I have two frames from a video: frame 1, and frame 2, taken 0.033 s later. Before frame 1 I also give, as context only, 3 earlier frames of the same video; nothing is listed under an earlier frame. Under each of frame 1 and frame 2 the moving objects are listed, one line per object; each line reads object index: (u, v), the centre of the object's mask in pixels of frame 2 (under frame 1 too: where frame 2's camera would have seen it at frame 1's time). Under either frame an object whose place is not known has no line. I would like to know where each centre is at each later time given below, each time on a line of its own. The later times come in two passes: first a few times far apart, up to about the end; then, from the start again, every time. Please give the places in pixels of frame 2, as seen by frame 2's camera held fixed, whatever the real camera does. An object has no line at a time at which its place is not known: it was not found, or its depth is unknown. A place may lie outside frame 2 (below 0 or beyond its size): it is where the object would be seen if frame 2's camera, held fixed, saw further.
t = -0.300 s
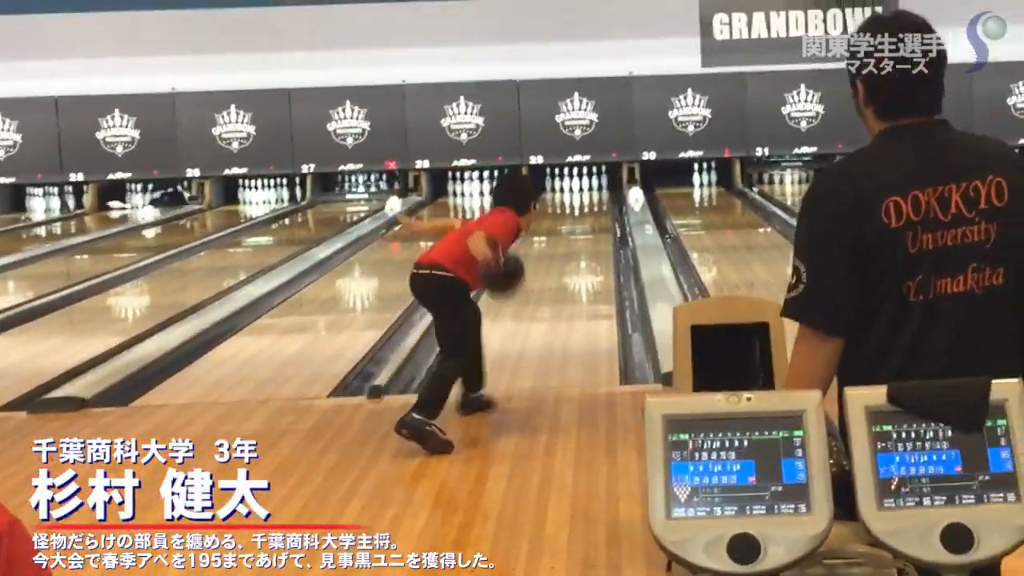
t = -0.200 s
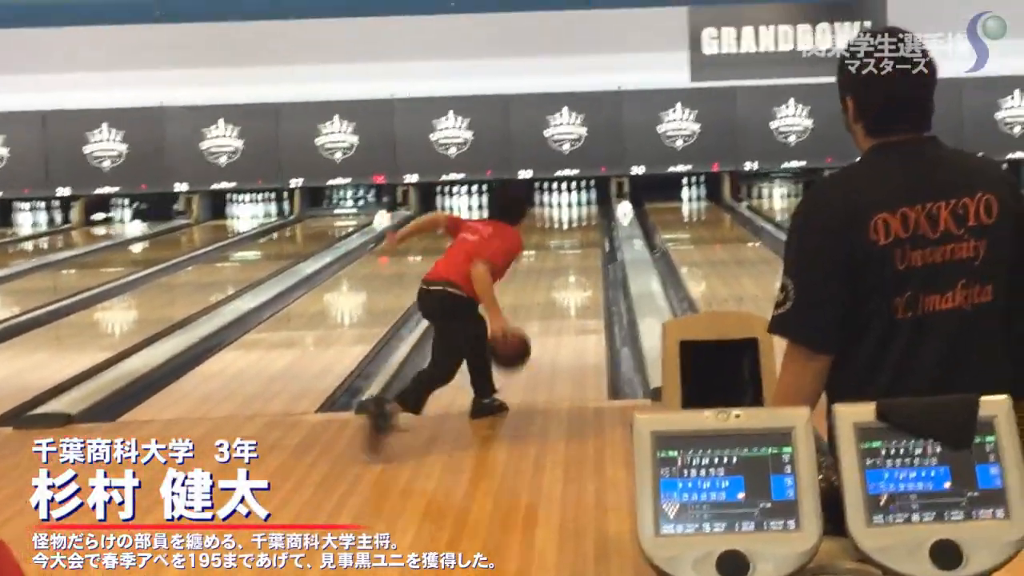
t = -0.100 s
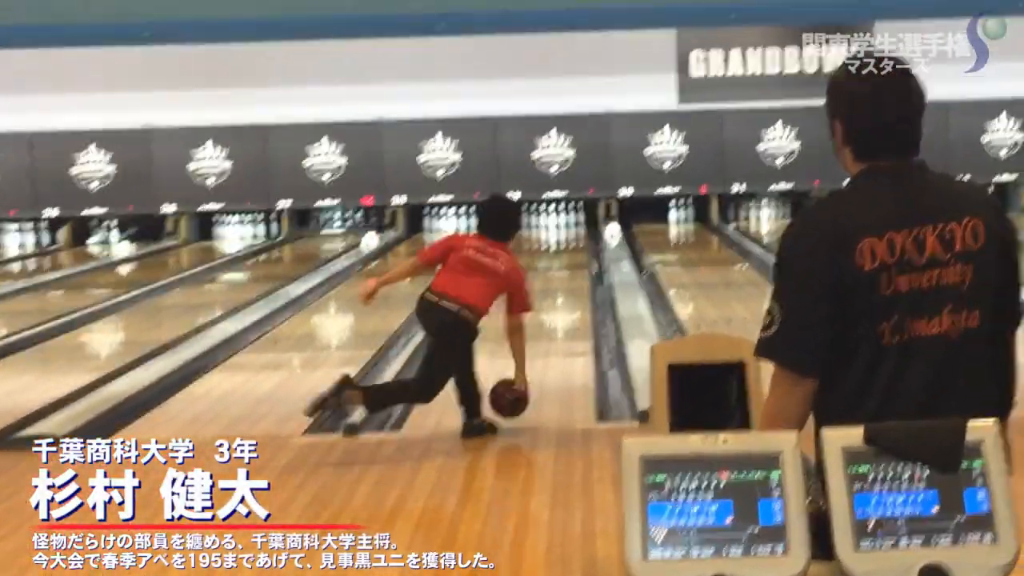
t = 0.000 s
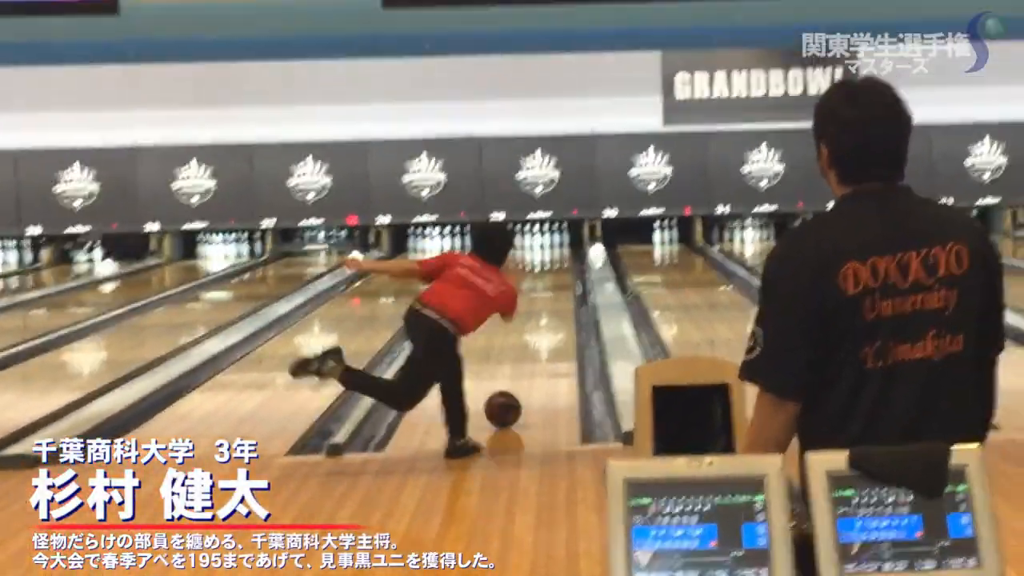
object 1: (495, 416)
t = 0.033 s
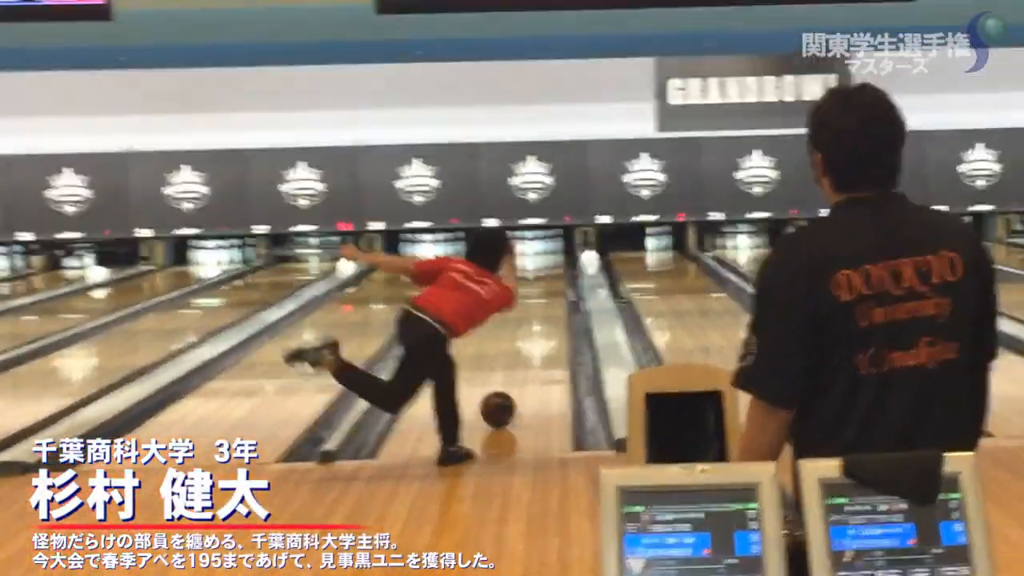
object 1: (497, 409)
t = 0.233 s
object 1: (513, 373)
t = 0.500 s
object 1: (525, 341)
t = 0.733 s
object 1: (533, 320)
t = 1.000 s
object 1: (540, 300)
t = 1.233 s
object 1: (543, 287)
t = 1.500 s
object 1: (546, 275)
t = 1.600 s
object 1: (546, 271)
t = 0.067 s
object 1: (500, 403)
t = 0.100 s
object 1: (503, 396)
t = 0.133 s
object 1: (505, 391)
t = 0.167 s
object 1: (507, 385)
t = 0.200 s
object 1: (510, 380)
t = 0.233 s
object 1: (513, 373)
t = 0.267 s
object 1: (514, 370)
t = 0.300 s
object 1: (516, 365)
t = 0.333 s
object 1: (517, 361)
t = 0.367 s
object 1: (519, 356)
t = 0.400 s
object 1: (521, 353)
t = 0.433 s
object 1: (522, 349)
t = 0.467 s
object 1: (523, 346)
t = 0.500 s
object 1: (525, 341)
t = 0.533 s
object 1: (527, 339)
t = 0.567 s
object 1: (531, 334)
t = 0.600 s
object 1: (532, 330)
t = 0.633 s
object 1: (532, 327)
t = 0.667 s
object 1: (532, 325)
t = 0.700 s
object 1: (532, 322)
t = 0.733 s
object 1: (533, 320)
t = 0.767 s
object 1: (535, 316)
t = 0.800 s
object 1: (535, 314)
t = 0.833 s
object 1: (536, 311)
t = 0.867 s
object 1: (537, 309)
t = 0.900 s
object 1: (538, 307)
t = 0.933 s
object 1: (539, 305)
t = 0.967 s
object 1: (539, 302)
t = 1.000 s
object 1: (540, 300)
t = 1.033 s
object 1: (540, 298)
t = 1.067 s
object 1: (541, 296)
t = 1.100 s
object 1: (542, 294)
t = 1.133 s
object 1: (542, 292)
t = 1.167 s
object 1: (542, 291)
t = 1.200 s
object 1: (543, 289)
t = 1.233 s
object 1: (543, 287)
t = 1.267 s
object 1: (544, 285)
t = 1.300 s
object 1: (545, 284)
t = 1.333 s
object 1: (544, 282)
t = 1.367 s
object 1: (545, 281)
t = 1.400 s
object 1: (546, 279)
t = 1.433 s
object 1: (546, 278)
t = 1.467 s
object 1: (546, 276)
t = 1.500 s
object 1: (546, 275)
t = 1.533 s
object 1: (546, 273)
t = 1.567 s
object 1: (546, 272)
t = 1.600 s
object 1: (546, 271)
